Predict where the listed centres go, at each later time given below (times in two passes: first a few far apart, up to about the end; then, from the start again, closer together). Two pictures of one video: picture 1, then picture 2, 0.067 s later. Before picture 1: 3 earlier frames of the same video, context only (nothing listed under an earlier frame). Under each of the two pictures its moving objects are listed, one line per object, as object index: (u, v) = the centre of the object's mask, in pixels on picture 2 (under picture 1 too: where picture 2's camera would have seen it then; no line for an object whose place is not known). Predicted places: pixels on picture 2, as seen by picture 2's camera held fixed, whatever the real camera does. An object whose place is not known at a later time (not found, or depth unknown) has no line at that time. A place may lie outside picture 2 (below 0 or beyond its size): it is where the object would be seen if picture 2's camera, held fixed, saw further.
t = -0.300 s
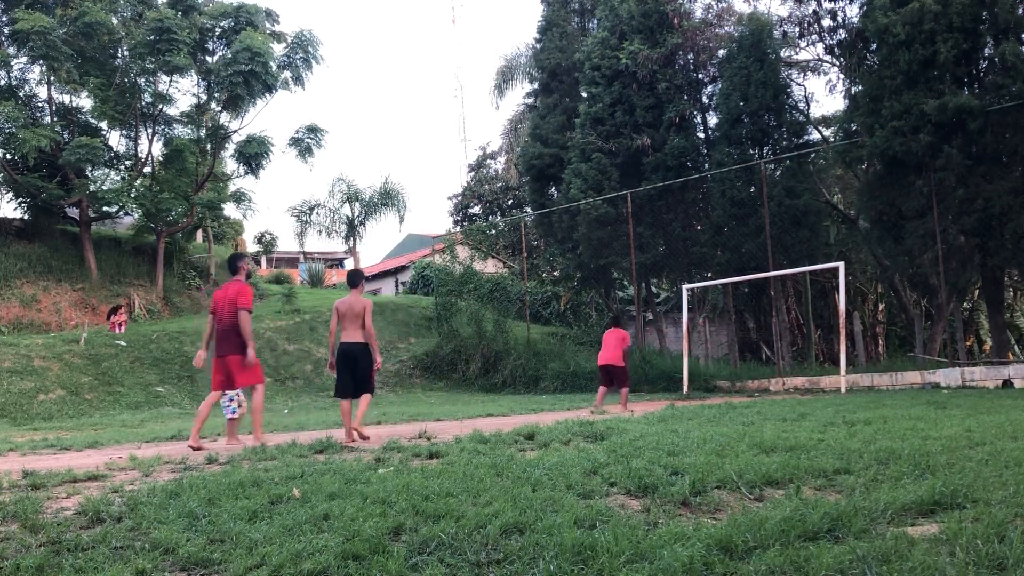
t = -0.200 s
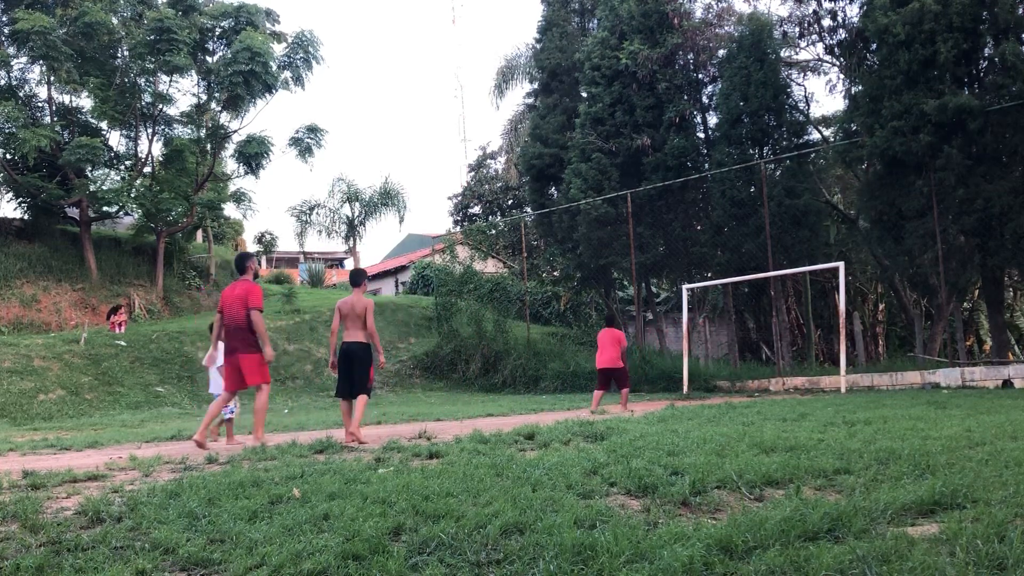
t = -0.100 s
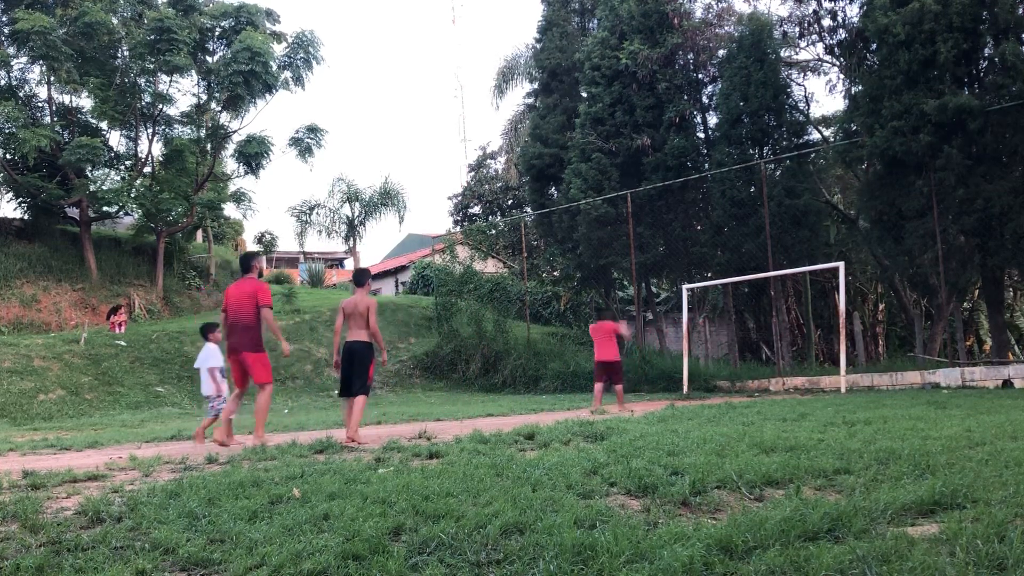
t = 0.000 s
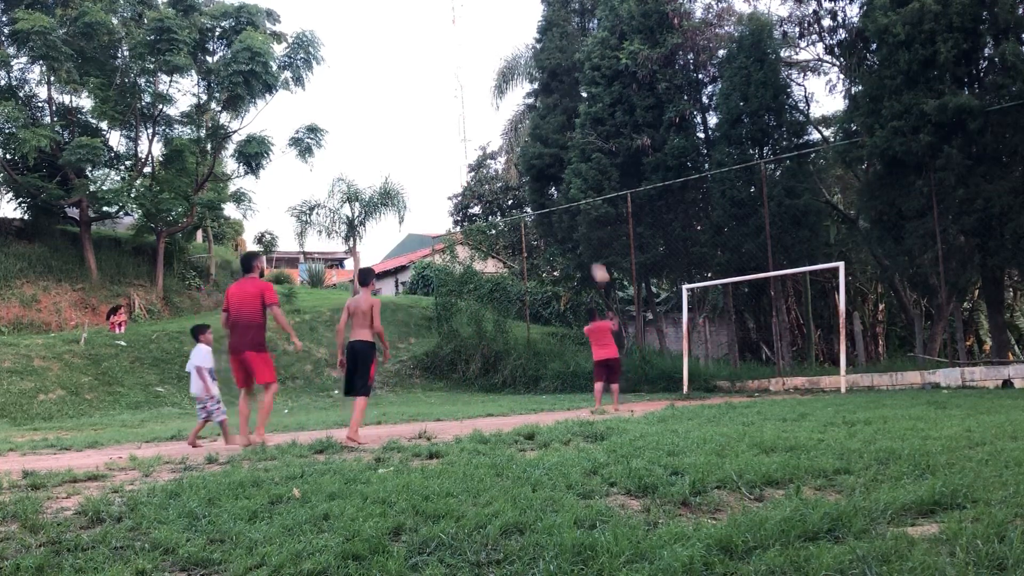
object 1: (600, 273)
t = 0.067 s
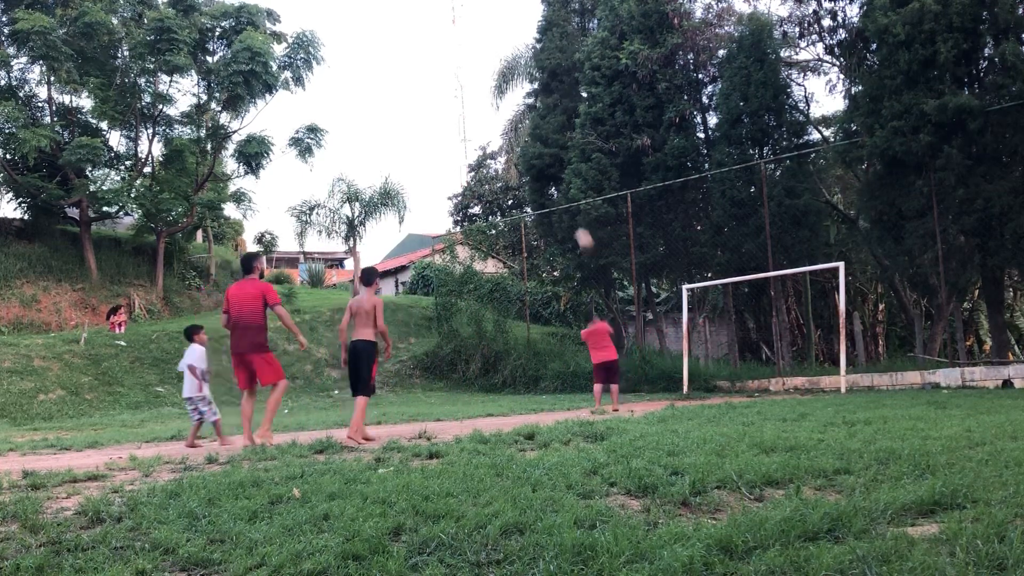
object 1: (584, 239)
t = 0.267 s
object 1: (536, 150)
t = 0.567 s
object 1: (462, 62)
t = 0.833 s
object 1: (392, 33)
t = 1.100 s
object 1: (319, 63)
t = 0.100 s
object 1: (577, 224)
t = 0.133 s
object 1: (569, 209)
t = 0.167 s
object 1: (561, 193)
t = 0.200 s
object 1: (552, 178)
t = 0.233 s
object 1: (544, 165)
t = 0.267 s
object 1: (536, 150)
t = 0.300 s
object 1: (528, 137)
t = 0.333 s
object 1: (520, 127)
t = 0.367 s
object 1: (514, 116)
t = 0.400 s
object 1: (502, 105)
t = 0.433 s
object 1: (496, 94)
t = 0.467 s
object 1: (487, 85)
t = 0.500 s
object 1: (479, 77)
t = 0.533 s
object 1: (470, 69)
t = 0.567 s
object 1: (462, 62)
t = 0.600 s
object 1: (454, 55)
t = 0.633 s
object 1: (445, 50)
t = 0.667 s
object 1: (436, 45)
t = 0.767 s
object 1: (410, 36)
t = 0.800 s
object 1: (401, 34)
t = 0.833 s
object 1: (392, 33)
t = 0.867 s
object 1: (384, 34)
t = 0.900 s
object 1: (375, 35)
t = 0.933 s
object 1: (366, 37)
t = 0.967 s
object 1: (356, 41)
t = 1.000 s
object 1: (347, 45)
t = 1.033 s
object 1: (338, 50)
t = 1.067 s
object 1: (327, 56)
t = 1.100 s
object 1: (319, 63)
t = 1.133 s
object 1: (308, 69)
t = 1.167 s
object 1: (298, 80)
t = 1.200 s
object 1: (289, 89)
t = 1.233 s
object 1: (279, 102)
